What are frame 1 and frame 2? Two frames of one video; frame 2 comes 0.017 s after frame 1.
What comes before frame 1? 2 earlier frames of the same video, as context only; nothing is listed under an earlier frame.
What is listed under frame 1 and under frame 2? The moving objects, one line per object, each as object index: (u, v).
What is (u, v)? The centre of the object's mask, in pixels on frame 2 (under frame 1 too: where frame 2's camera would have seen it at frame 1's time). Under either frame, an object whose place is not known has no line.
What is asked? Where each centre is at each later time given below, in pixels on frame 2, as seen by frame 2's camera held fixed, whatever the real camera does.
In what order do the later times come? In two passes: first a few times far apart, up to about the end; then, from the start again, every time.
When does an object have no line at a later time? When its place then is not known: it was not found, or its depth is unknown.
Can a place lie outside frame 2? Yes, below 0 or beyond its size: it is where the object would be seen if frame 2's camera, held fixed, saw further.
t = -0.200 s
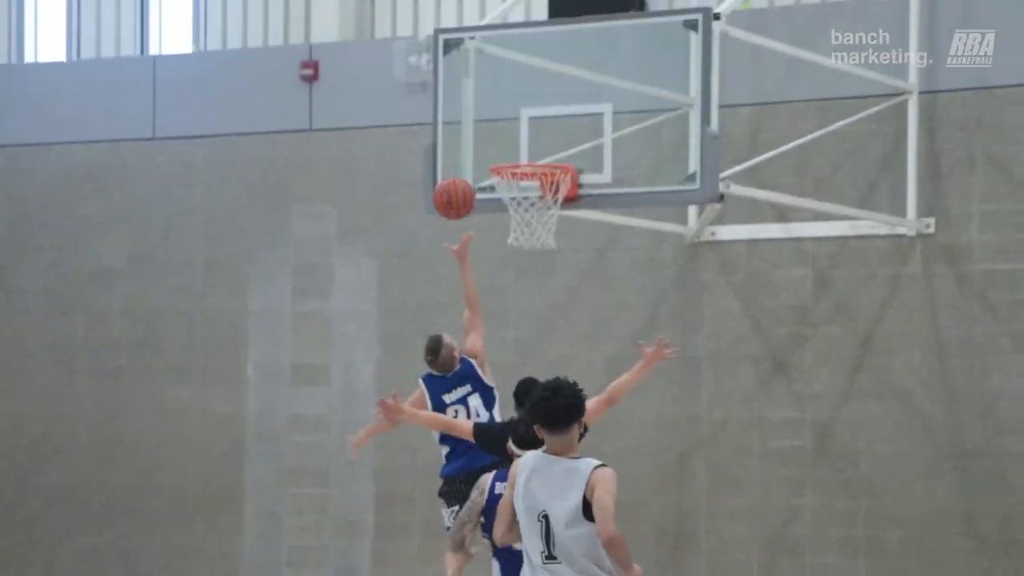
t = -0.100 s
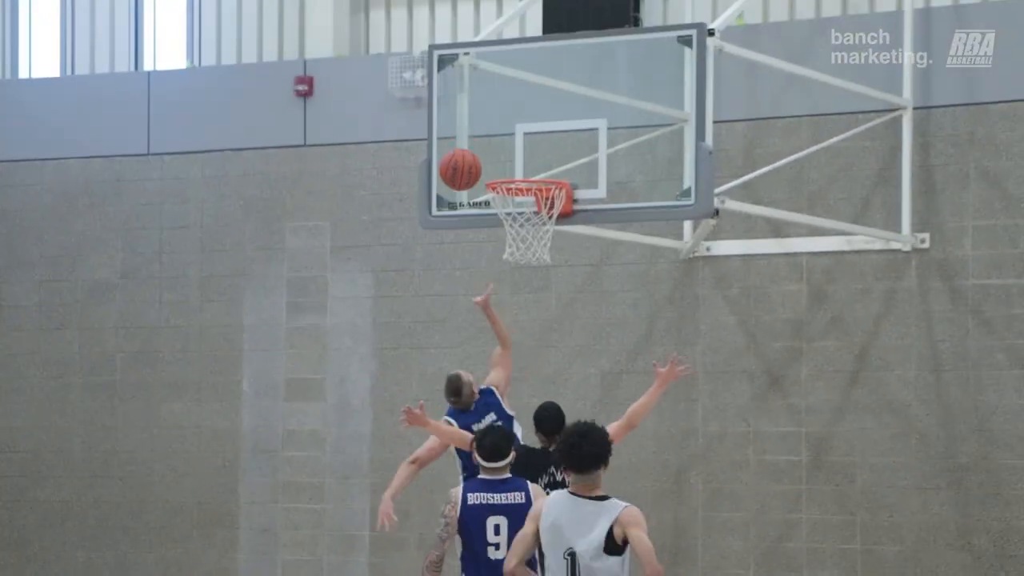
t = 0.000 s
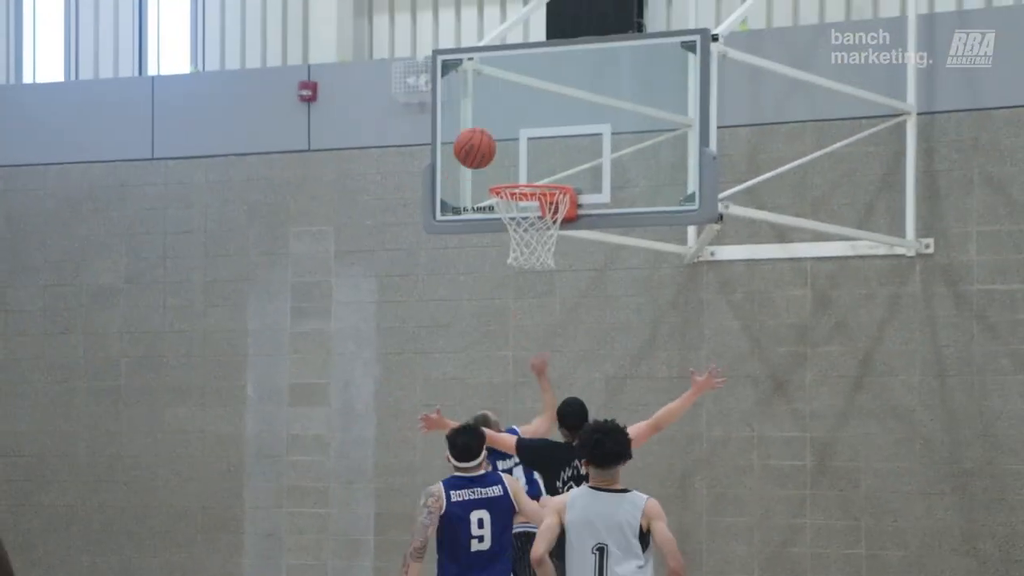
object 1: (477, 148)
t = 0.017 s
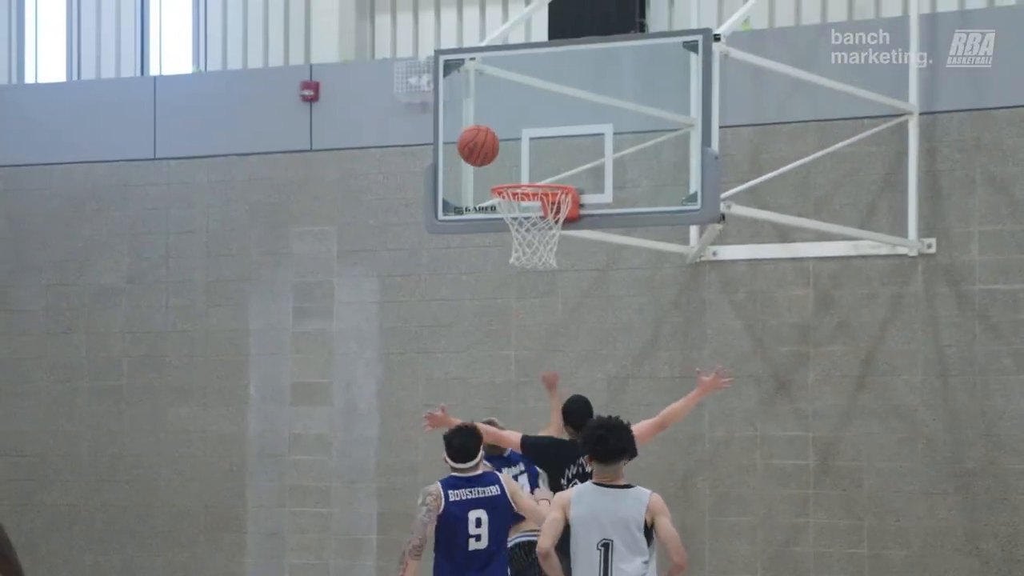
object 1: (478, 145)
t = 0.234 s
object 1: (498, 155)
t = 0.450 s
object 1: (538, 167)
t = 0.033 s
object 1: (480, 143)
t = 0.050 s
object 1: (482, 141)
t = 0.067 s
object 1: (483, 140)
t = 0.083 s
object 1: (484, 139)
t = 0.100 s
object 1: (486, 139)
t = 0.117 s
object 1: (488, 139)
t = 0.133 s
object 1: (489, 141)
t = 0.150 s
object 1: (491, 142)
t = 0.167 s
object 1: (492, 144)
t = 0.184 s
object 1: (493, 146)
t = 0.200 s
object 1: (495, 148)
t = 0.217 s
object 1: (496, 151)
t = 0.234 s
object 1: (498, 155)
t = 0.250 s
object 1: (499, 159)
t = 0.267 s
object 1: (501, 163)
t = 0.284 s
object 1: (502, 167)
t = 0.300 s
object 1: (503, 171)
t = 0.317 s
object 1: (506, 171)
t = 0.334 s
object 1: (510, 169)
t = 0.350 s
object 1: (514, 168)
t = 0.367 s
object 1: (518, 167)
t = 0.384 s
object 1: (522, 167)
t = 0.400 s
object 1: (526, 166)
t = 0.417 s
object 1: (530, 166)
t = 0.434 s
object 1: (534, 167)
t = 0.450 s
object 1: (538, 167)
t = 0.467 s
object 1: (542, 168)
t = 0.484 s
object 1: (546, 170)
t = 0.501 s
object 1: (549, 171)
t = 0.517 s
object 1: (554, 172)
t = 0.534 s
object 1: (555, 173)
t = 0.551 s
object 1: (555, 170)
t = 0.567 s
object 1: (555, 168)
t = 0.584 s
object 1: (555, 166)
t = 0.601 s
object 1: (555, 164)
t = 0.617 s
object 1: (555, 162)
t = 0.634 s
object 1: (555, 160)
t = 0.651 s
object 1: (555, 160)
